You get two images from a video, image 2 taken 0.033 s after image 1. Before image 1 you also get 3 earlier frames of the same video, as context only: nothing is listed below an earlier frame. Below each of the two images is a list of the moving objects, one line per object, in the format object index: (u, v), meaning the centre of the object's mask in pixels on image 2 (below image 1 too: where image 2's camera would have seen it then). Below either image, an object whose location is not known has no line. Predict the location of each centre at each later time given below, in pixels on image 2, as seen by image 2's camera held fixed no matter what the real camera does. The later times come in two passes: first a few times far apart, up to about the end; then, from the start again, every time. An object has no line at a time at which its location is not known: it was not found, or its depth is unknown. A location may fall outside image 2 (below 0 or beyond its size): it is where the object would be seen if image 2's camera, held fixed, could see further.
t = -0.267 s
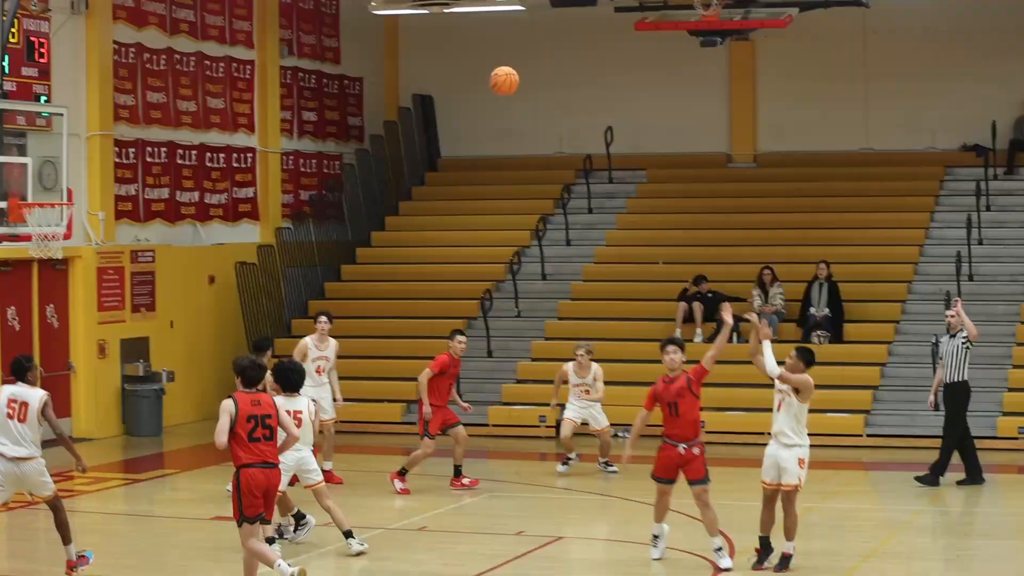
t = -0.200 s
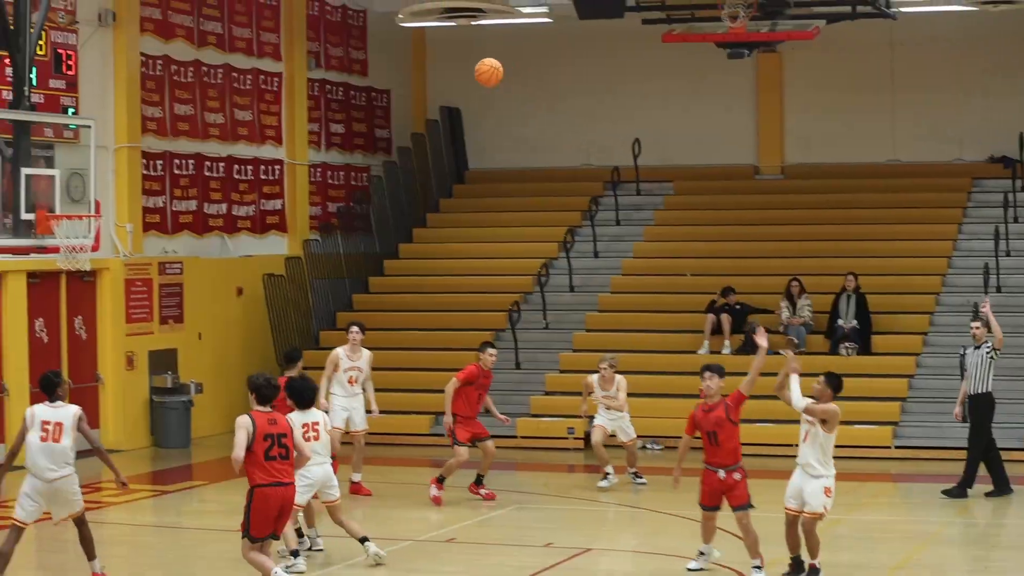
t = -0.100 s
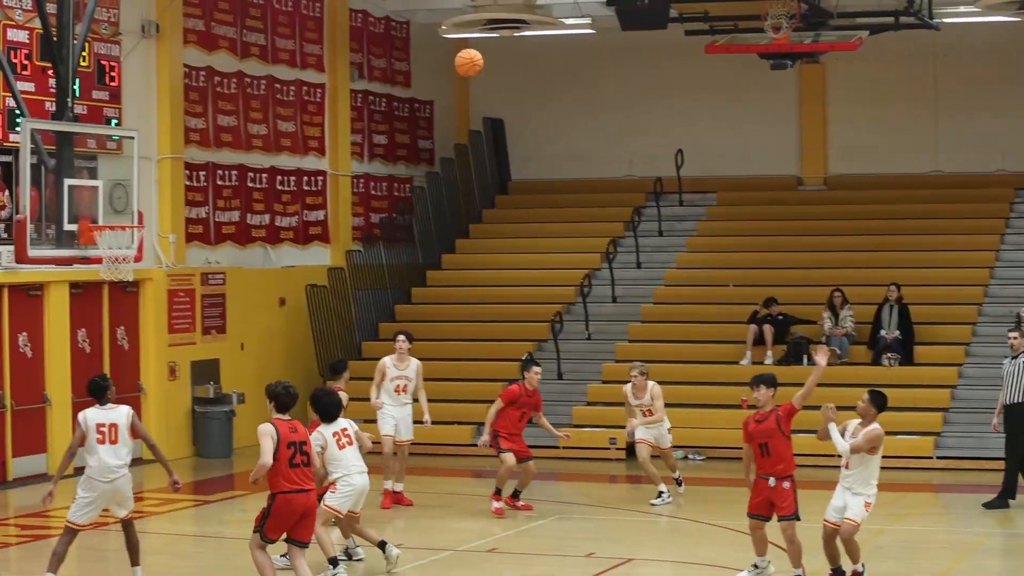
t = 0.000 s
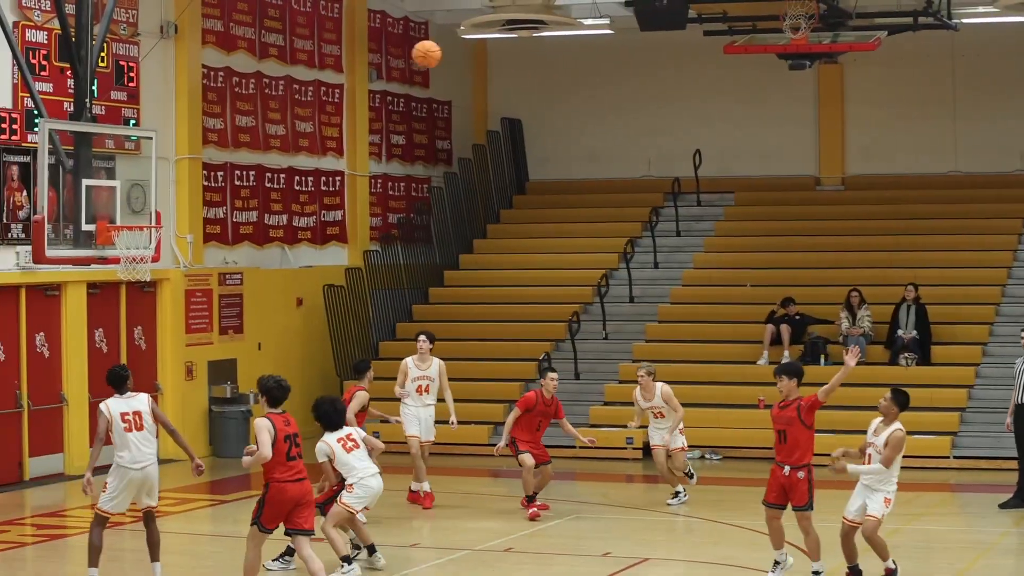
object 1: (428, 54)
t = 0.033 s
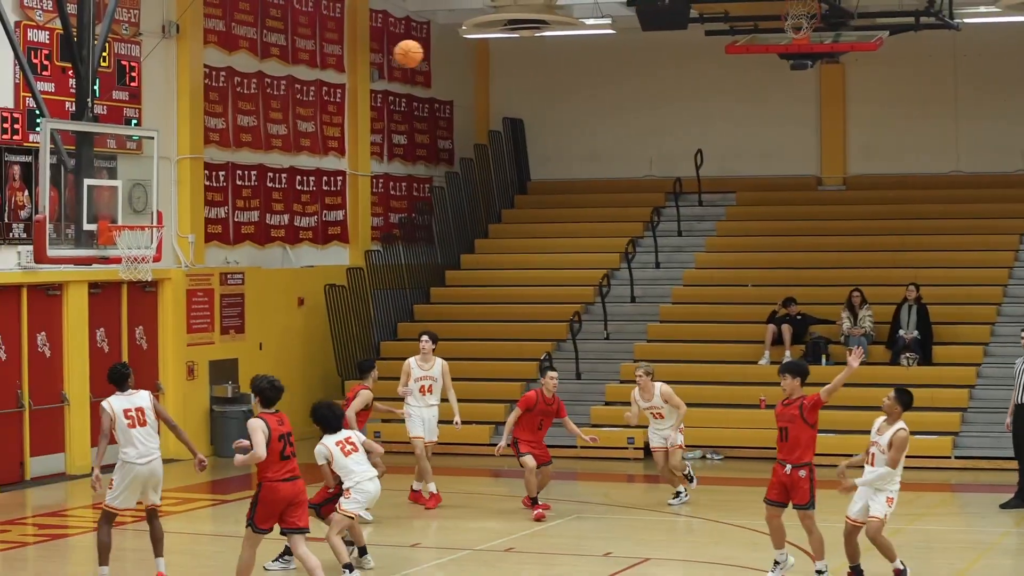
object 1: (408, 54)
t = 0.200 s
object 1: (312, 70)
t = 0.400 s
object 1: (204, 129)
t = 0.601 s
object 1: (112, 205)
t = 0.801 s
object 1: (124, 131)
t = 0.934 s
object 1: (140, 108)
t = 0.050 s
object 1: (398, 54)
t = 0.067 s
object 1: (389, 55)
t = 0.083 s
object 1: (379, 55)
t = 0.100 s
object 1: (370, 56)
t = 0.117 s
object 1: (360, 57)
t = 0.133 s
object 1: (350, 59)
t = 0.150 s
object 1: (341, 61)
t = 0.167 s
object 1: (332, 64)
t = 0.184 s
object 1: (322, 67)
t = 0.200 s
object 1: (312, 70)
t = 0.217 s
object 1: (303, 73)
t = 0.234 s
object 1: (294, 77)
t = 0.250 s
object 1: (285, 81)
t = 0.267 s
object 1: (275, 85)
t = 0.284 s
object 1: (266, 90)
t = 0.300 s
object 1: (257, 94)
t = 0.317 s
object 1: (248, 100)
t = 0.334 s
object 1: (239, 104)
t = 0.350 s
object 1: (230, 110)
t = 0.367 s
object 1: (221, 116)
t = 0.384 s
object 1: (213, 122)
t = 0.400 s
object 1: (204, 129)
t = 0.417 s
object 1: (195, 136)
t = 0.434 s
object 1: (187, 142)
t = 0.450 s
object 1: (177, 150)
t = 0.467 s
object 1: (169, 158)
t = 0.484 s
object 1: (160, 165)
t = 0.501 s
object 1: (152, 174)
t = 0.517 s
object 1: (144, 182)
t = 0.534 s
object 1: (136, 190)
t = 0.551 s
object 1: (128, 198)
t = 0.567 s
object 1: (119, 208)
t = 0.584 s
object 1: (113, 213)
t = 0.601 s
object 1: (112, 205)
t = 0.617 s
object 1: (110, 196)
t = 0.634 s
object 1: (109, 186)
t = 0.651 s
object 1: (108, 178)
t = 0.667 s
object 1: (110, 172)
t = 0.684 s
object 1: (112, 165)
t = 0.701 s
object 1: (114, 159)
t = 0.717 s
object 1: (115, 154)
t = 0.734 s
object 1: (117, 148)
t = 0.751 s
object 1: (119, 144)
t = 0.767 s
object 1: (121, 139)
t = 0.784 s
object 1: (123, 135)
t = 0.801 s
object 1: (124, 131)
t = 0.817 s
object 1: (126, 127)
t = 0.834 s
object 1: (128, 123)
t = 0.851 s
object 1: (130, 120)
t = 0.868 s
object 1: (132, 117)
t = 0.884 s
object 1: (134, 115)
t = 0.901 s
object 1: (136, 112)
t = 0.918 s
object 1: (138, 110)
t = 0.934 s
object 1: (140, 108)
